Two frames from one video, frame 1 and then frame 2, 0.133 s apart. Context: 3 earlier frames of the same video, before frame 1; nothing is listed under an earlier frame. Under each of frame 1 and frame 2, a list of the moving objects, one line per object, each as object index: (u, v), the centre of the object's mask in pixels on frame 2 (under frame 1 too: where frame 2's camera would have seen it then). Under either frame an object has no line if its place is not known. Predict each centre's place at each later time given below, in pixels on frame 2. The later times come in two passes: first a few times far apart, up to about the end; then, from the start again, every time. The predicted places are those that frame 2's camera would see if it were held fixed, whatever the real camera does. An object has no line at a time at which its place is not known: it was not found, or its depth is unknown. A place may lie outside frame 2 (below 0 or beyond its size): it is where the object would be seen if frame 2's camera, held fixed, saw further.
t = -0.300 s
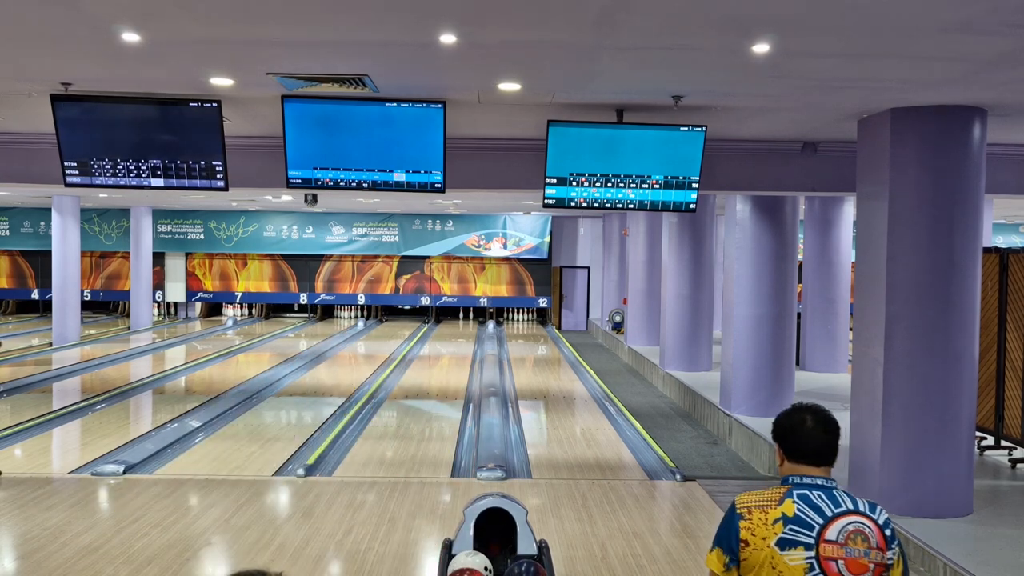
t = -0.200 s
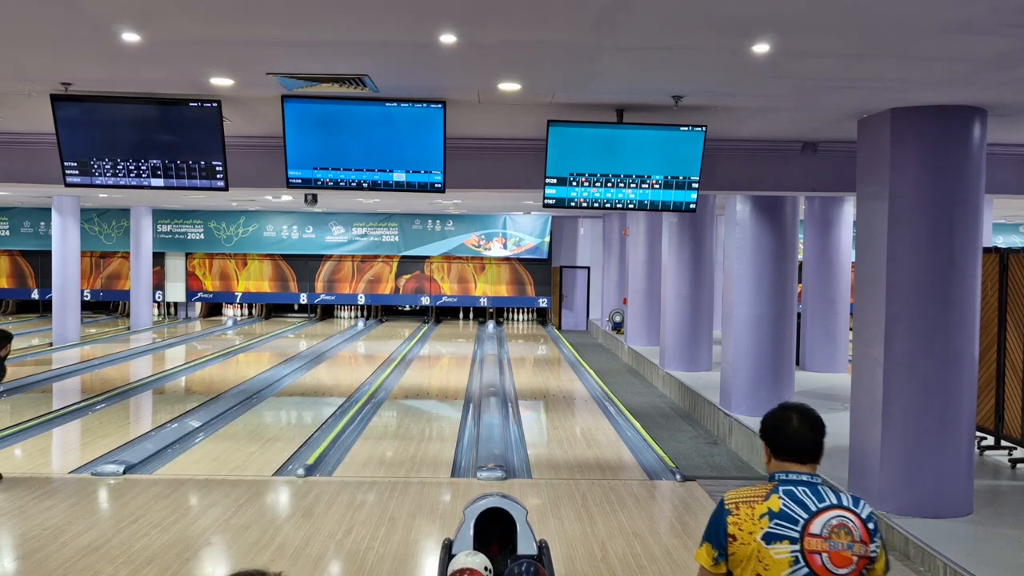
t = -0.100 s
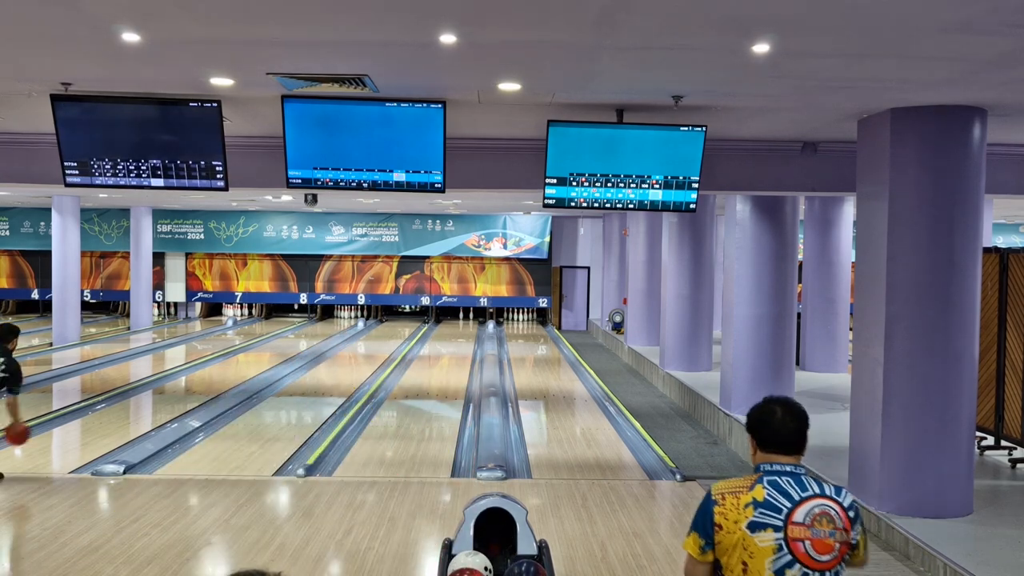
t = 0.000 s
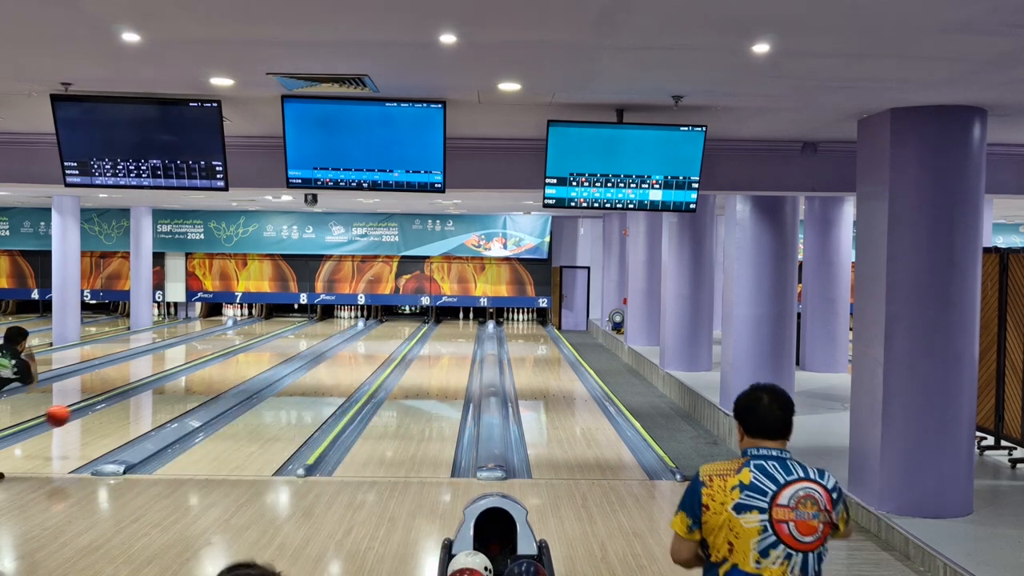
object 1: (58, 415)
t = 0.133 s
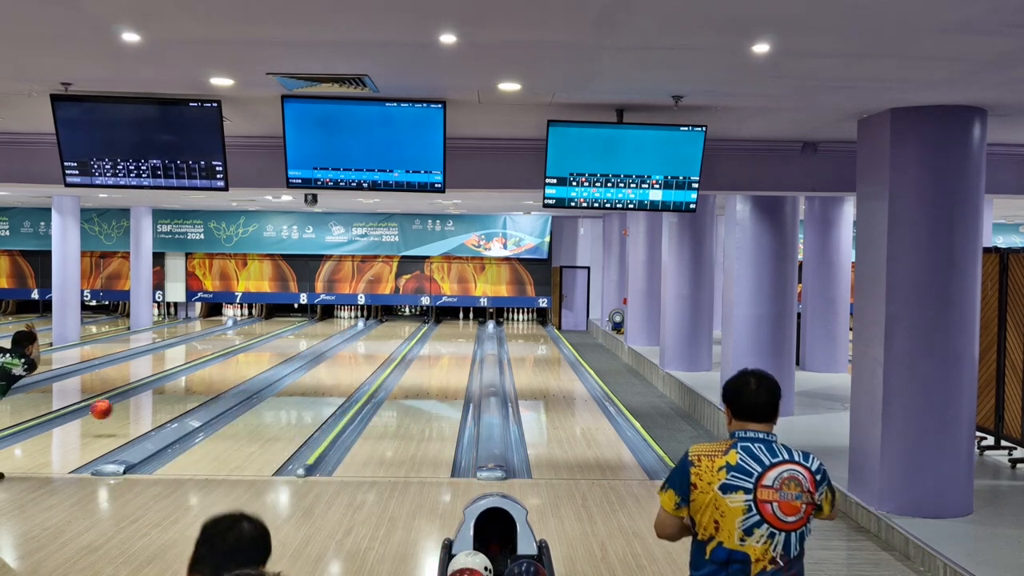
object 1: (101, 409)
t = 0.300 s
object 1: (145, 406)
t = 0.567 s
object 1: (198, 384)
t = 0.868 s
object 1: (240, 366)
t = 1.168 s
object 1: (272, 353)
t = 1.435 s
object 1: (293, 343)
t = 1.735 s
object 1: (312, 334)
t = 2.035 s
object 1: (327, 327)
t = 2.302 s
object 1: (336, 322)
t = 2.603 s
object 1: (344, 317)
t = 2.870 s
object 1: (347, 314)
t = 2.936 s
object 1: (348, 314)
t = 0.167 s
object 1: (110, 410)
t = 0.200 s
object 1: (120, 411)
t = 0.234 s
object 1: (129, 414)
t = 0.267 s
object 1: (137, 410)
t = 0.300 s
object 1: (145, 406)
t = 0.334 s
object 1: (152, 404)
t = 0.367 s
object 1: (160, 401)
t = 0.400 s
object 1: (167, 398)
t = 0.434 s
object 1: (174, 395)
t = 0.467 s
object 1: (180, 392)
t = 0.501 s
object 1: (186, 390)
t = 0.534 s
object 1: (192, 387)
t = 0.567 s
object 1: (198, 384)
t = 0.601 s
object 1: (203, 382)
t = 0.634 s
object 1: (208, 380)
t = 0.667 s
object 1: (214, 378)
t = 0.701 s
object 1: (219, 376)
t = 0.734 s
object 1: (223, 374)
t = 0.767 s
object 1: (228, 372)
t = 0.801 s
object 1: (232, 370)
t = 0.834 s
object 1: (237, 368)
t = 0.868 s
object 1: (240, 366)
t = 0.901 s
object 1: (244, 365)
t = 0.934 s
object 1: (249, 363)
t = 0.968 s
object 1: (252, 361)
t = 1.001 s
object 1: (256, 360)
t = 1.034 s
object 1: (259, 358)
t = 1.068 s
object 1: (263, 357)
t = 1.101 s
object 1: (266, 355)
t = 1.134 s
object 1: (269, 354)
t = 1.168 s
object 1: (272, 353)
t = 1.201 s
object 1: (275, 351)
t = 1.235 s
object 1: (278, 350)
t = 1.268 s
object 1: (281, 349)
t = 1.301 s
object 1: (283, 347)
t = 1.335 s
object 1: (286, 346)
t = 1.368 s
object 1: (288, 345)
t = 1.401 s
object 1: (291, 344)
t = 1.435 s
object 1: (293, 343)
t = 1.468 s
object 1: (296, 341)
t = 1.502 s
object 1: (298, 341)
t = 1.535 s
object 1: (300, 340)
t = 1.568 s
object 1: (302, 339)
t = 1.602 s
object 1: (305, 338)
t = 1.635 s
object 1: (307, 337)
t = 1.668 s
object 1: (308, 336)
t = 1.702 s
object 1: (311, 335)
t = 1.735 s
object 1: (312, 334)
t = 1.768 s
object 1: (314, 333)
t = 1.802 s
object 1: (316, 332)
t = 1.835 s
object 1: (318, 331)
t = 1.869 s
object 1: (319, 331)
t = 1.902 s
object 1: (321, 330)
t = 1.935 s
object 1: (323, 330)
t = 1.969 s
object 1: (324, 329)
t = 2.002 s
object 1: (326, 328)
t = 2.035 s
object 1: (327, 327)
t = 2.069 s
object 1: (329, 326)
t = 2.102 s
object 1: (330, 326)
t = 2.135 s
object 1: (331, 325)
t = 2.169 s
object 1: (332, 324)
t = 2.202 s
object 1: (334, 324)
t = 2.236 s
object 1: (335, 323)
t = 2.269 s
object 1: (336, 323)
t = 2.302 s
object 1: (336, 322)
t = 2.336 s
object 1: (337, 321)
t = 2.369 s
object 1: (339, 321)
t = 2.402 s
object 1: (340, 320)
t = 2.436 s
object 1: (341, 320)
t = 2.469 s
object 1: (341, 319)
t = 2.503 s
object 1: (342, 319)
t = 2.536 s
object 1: (342, 318)
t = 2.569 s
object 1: (343, 317)
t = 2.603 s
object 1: (344, 317)
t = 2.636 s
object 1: (344, 317)
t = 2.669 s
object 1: (345, 316)
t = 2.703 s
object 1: (345, 316)
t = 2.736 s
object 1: (345, 316)
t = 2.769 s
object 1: (345, 316)
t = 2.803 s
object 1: (347, 315)
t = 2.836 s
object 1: (346, 315)
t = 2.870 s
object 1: (347, 314)
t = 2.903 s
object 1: (348, 314)
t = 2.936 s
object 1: (348, 314)
